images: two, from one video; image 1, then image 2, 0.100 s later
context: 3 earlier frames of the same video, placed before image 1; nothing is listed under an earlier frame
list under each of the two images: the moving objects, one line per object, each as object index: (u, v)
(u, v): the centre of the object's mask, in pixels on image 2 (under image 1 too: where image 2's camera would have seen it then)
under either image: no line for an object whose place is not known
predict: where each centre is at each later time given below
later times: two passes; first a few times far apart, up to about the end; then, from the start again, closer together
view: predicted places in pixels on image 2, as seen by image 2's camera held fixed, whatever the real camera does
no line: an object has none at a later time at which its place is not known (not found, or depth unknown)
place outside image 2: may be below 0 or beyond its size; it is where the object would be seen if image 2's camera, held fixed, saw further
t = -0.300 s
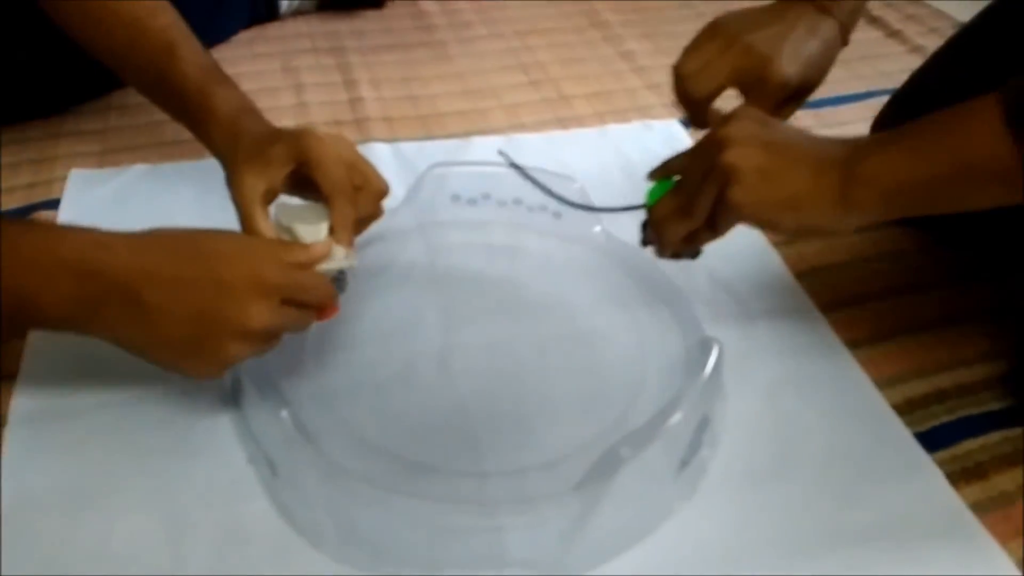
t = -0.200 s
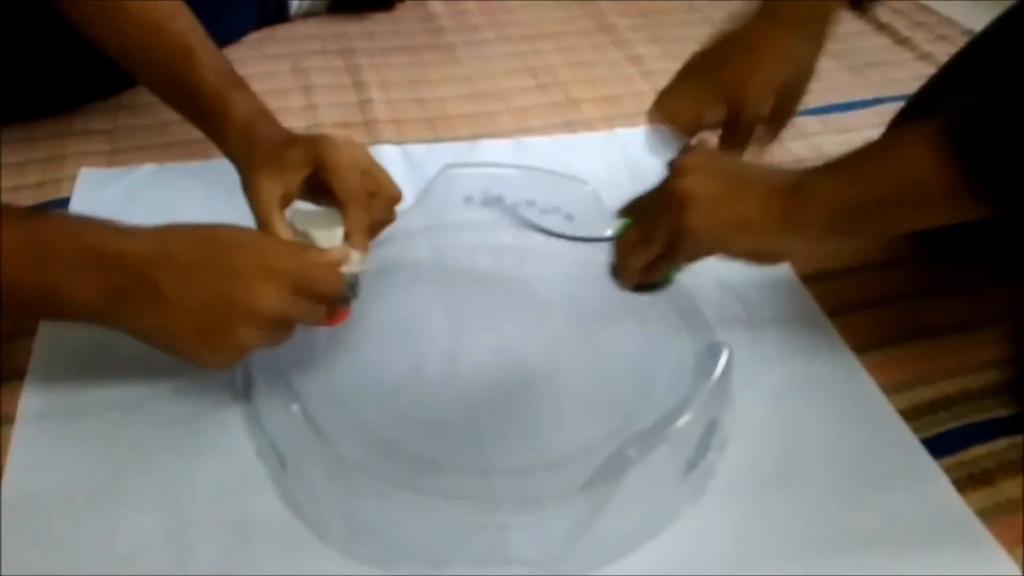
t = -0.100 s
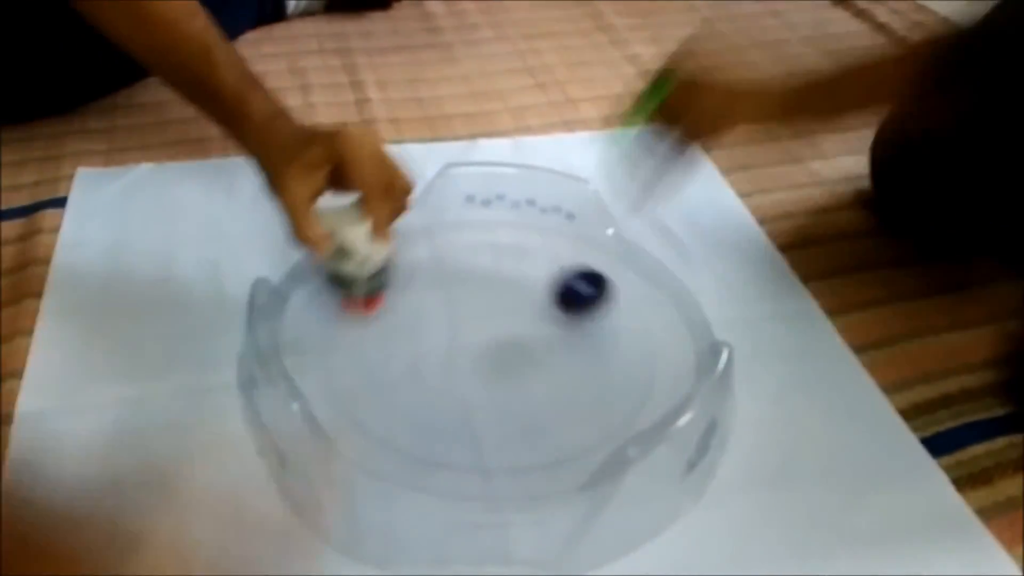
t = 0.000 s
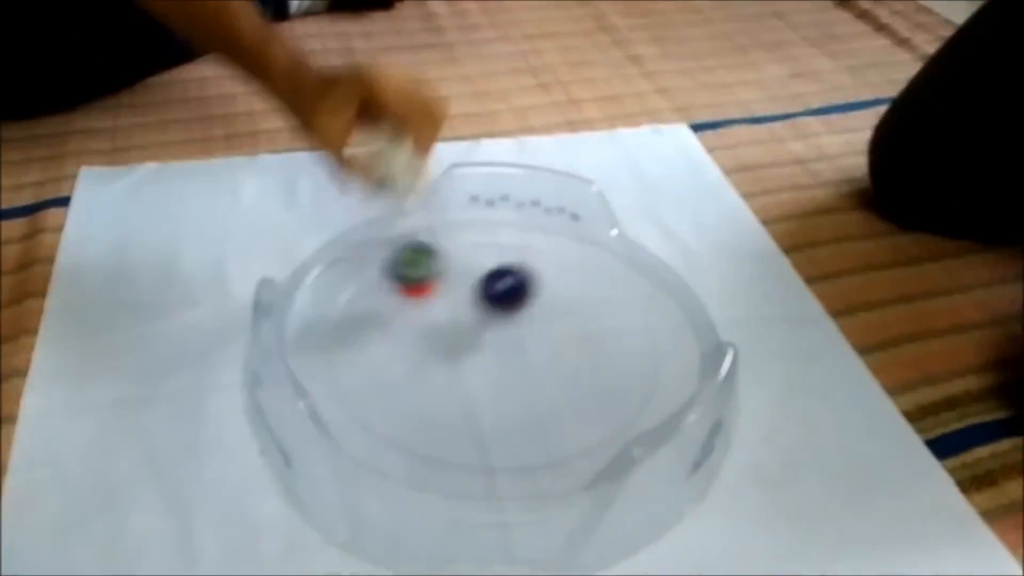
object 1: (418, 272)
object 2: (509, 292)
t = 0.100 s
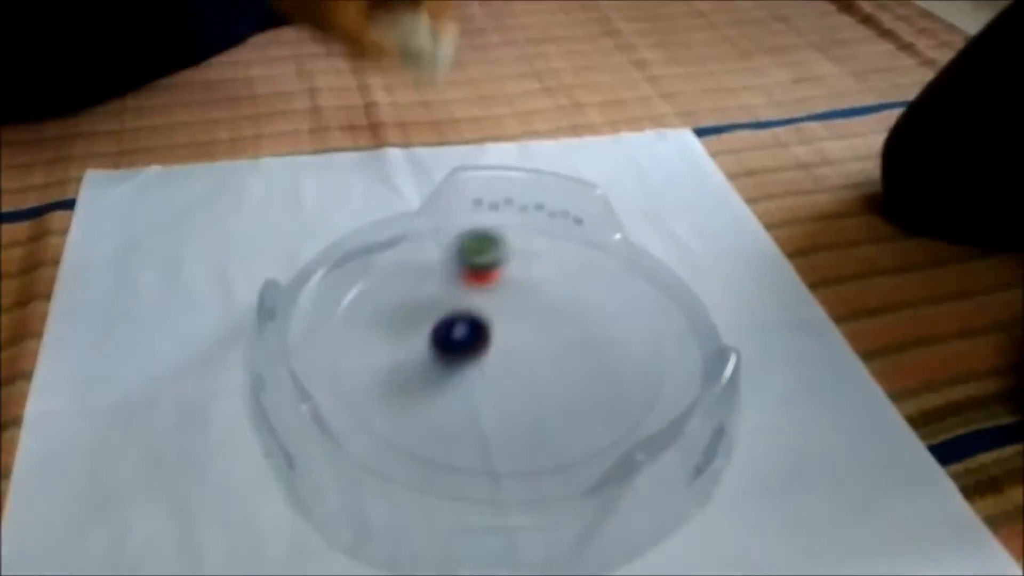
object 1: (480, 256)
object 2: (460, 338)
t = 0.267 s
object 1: (600, 254)
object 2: (457, 411)
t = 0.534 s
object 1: (628, 411)
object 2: (526, 444)
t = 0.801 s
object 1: (455, 395)
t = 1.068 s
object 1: (573, 219)
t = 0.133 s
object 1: (503, 250)
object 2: (452, 354)
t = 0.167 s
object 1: (527, 246)
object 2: (448, 371)
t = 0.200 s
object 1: (552, 245)
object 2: (447, 385)
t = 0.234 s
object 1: (579, 246)
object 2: (450, 399)
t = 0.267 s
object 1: (600, 254)
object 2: (457, 411)
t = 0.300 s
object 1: (619, 270)
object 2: (467, 420)
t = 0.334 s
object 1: (637, 288)
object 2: (482, 427)
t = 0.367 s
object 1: (650, 308)
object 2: (497, 433)
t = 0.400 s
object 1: (657, 333)
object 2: (515, 438)
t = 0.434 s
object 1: (655, 360)
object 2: (533, 442)
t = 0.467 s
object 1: (644, 386)
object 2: (550, 444)
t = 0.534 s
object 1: (628, 411)
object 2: (526, 444)
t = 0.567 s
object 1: (627, 416)
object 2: (490, 442)
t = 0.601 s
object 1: (619, 419)
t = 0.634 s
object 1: (605, 423)
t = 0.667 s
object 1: (583, 425)
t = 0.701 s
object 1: (555, 424)
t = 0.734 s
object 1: (524, 421)
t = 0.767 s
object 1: (488, 410)
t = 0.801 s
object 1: (455, 395)
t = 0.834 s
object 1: (430, 375)
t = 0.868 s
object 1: (447, 341)
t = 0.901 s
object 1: (471, 310)
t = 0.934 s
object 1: (496, 277)
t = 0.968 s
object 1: (521, 247)
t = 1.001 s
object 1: (546, 221)
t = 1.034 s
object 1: (560, 215)
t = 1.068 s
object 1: (573, 219)
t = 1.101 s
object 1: (586, 235)
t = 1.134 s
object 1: (598, 250)
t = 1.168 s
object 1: (611, 255)
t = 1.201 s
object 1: (623, 269)
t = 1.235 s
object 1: (636, 276)
